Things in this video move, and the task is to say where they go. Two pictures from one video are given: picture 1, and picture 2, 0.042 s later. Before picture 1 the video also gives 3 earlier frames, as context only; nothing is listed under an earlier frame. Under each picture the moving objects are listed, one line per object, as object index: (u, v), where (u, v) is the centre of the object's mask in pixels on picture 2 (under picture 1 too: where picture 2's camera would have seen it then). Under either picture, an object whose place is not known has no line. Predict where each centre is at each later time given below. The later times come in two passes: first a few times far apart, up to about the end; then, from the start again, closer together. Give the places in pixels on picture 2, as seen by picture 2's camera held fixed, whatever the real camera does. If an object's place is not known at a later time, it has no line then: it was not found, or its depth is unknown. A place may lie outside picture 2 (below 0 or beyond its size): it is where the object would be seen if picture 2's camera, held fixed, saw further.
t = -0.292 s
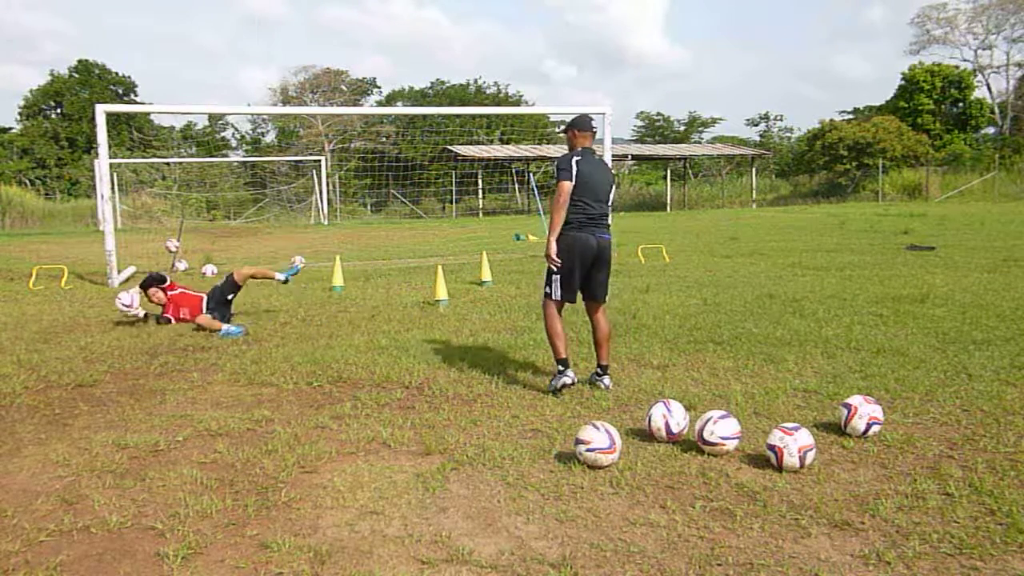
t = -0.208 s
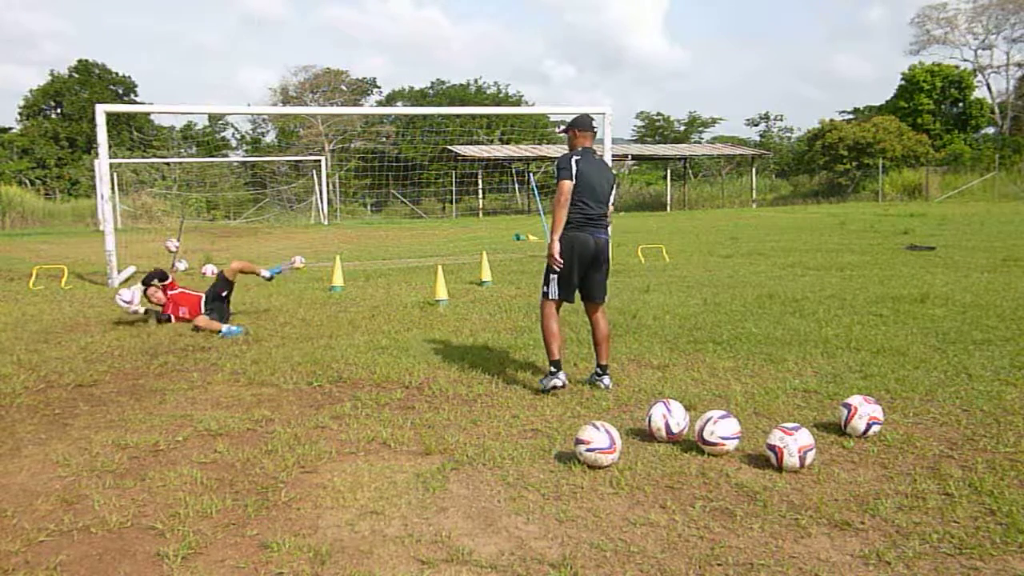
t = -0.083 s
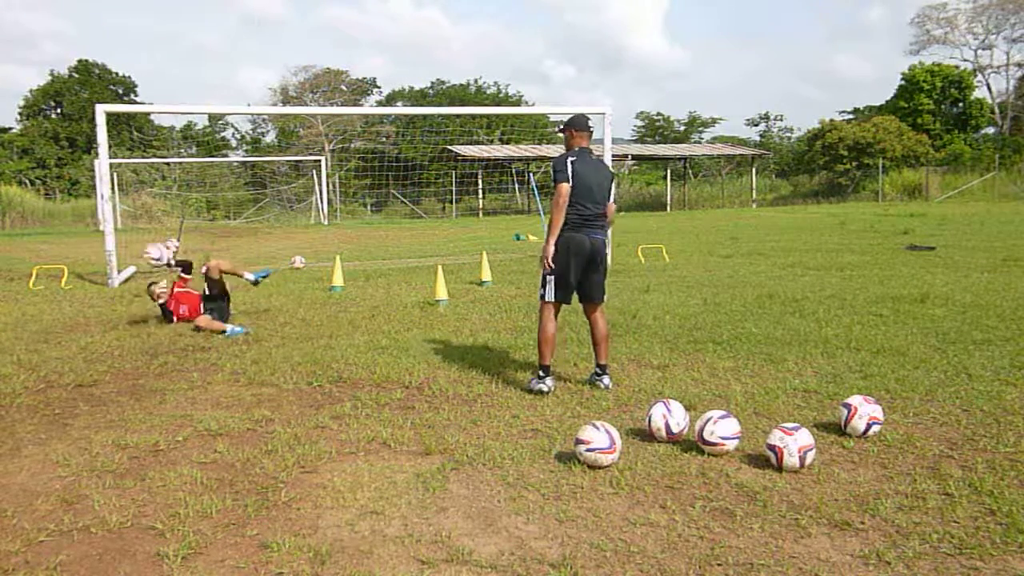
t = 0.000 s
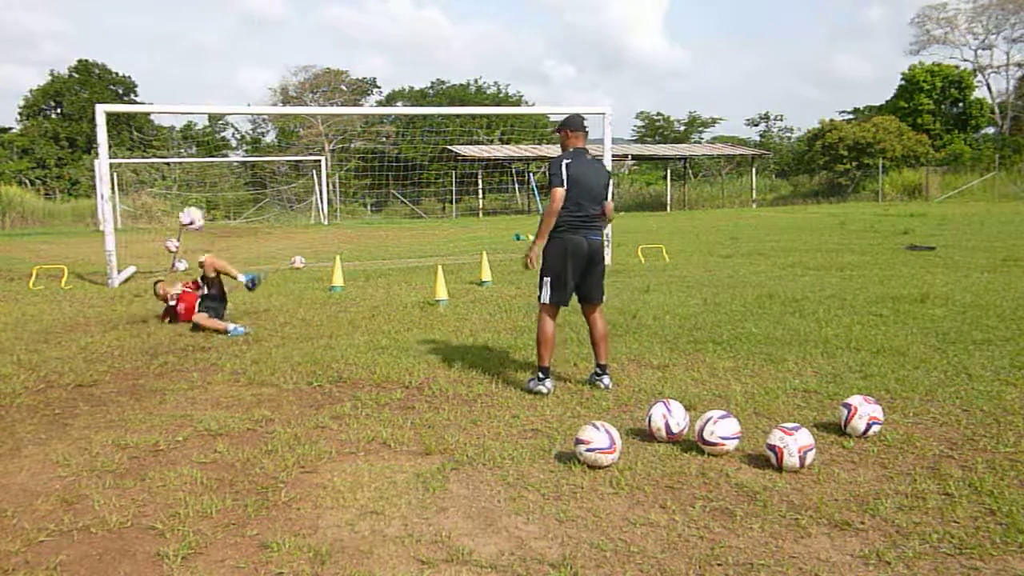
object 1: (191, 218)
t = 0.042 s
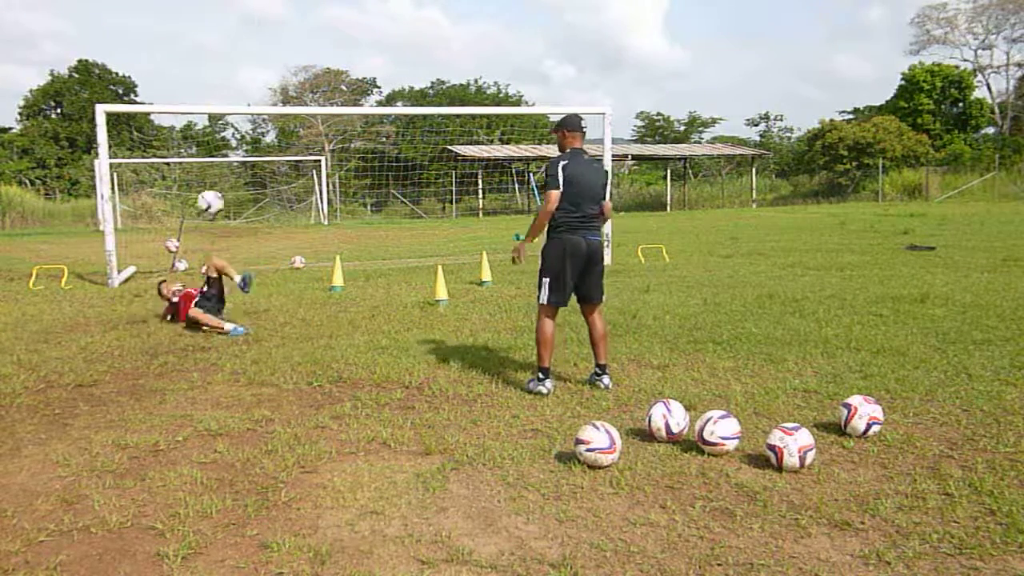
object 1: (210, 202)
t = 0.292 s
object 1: (339, 138)
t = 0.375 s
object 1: (389, 130)
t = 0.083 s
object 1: (229, 187)
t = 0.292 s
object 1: (339, 138)
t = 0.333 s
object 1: (364, 132)
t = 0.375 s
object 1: (389, 130)
